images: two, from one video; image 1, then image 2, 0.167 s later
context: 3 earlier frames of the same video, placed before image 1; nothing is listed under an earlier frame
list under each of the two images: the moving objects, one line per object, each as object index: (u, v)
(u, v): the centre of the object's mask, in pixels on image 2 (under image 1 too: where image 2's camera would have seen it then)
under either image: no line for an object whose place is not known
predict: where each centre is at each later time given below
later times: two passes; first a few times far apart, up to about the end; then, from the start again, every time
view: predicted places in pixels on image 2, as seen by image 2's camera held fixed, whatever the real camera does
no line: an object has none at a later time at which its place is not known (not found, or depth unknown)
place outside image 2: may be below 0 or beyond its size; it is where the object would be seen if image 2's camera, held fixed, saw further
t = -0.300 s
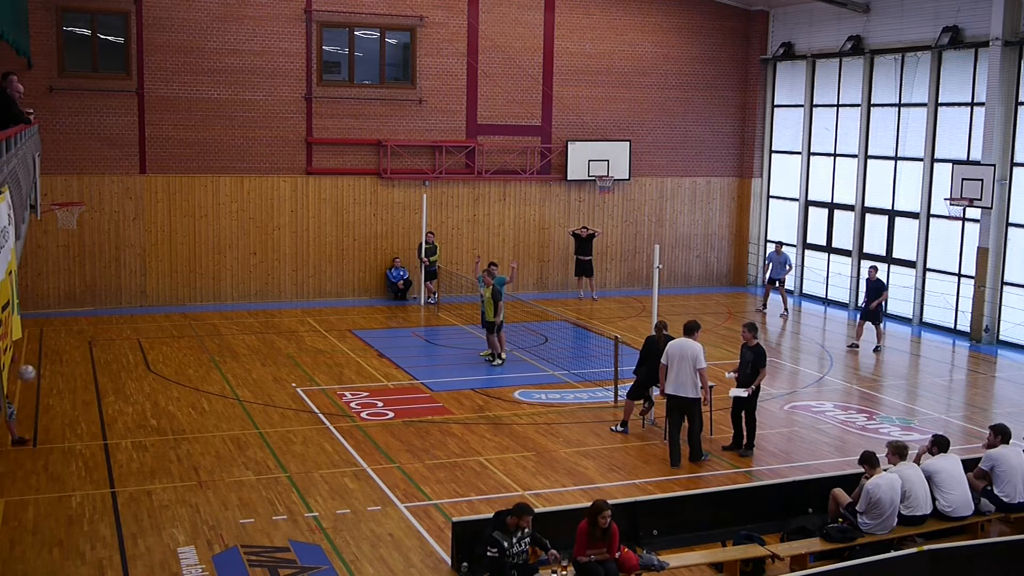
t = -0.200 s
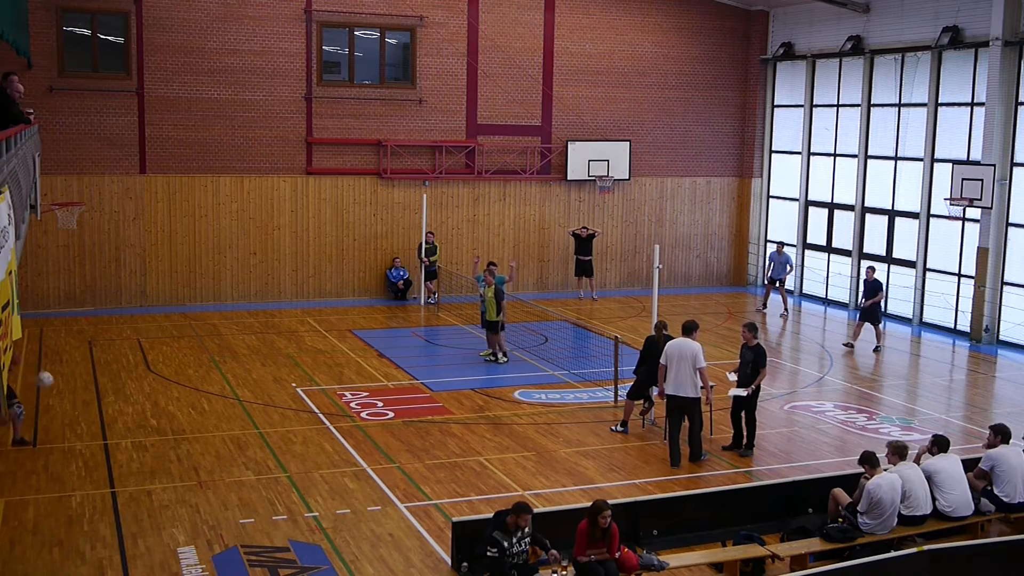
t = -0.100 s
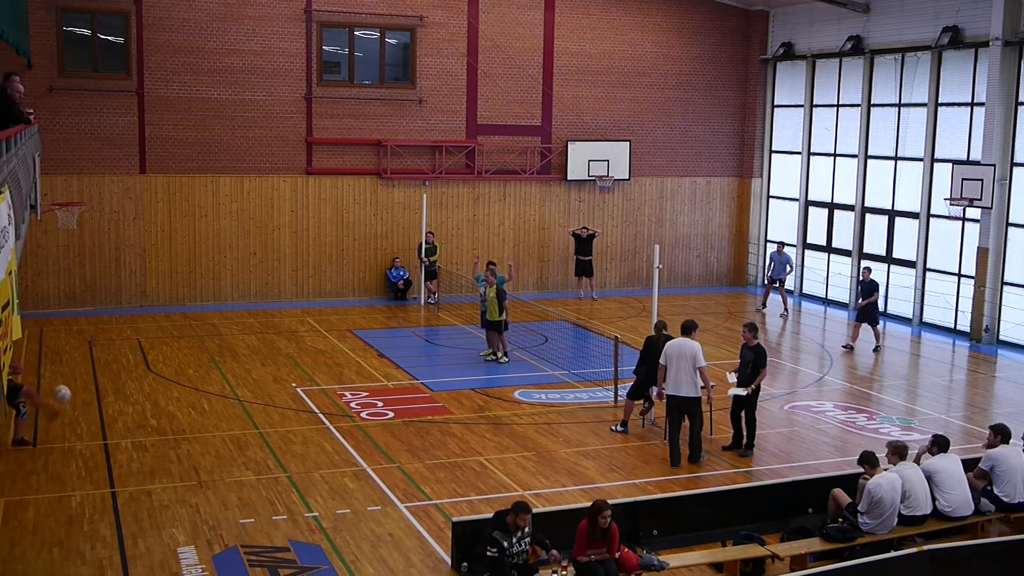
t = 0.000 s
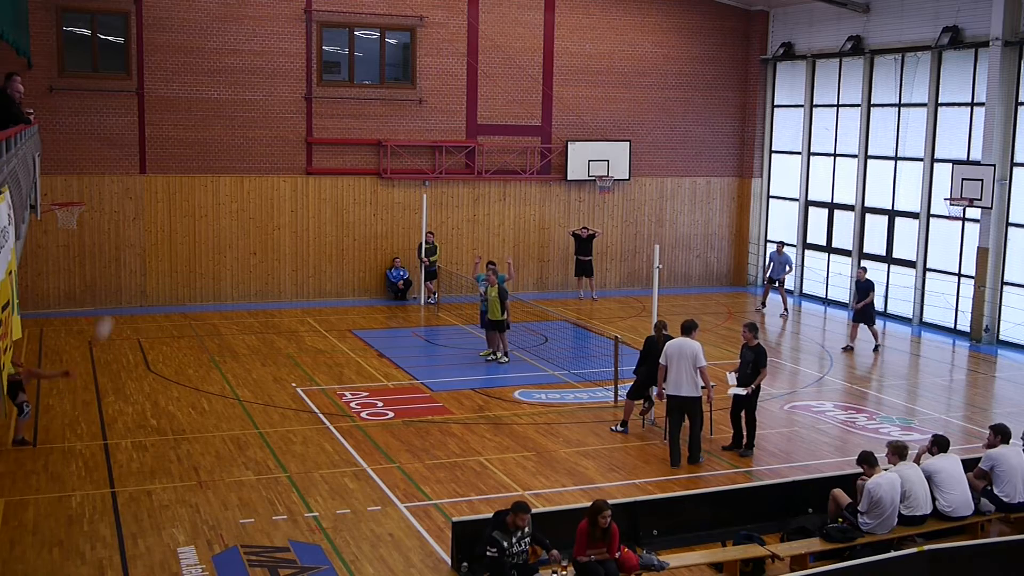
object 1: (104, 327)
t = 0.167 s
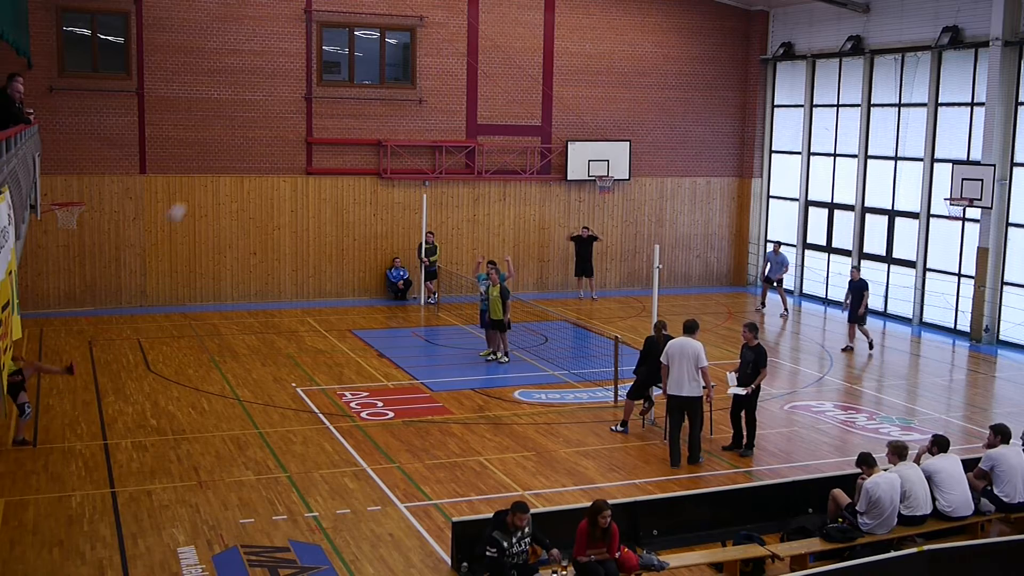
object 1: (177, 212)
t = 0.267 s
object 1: (216, 159)
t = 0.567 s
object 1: (322, 56)
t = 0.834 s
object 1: (399, 25)
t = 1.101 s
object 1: (464, 40)
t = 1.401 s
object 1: (522, 98)
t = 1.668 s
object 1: (563, 179)
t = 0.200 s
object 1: (190, 193)
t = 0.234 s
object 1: (205, 175)
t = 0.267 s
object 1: (216, 159)
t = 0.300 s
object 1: (230, 142)
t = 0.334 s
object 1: (242, 128)
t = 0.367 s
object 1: (255, 115)
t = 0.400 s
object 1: (266, 102)
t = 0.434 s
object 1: (279, 90)
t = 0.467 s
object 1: (290, 79)
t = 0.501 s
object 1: (301, 71)
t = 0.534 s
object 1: (312, 62)
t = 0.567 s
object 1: (322, 56)
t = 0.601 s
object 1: (333, 49)
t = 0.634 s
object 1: (343, 43)
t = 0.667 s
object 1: (352, 39)
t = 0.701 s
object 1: (361, 33)
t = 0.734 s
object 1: (372, 30)
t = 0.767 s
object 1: (382, 28)
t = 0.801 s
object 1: (391, 26)
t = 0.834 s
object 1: (399, 25)
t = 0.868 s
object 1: (408, 25)
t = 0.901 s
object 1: (417, 25)
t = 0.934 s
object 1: (425, 27)
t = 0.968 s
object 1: (433, 28)
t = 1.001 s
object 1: (441, 30)
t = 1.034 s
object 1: (448, 33)
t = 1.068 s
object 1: (456, 36)
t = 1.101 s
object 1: (464, 40)
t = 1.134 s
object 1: (470, 45)
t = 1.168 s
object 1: (478, 51)
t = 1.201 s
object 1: (484, 55)
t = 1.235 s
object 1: (491, 62)
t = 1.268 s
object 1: (498, 68)
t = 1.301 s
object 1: (504, 75)
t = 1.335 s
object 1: (510, 82)
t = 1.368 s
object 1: (516, 91)
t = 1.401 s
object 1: (522, 98)
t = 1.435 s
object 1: (528, 107)
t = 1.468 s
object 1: (533, 117)
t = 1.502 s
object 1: (539, 126)
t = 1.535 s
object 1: (544, 136)
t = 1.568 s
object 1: (549, 146)
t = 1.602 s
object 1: (554, 157)
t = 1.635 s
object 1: (559, 168)
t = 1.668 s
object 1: (563, 179)
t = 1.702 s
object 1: (568, 189)
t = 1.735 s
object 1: (573, 202)
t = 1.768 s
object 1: (577, 215)
